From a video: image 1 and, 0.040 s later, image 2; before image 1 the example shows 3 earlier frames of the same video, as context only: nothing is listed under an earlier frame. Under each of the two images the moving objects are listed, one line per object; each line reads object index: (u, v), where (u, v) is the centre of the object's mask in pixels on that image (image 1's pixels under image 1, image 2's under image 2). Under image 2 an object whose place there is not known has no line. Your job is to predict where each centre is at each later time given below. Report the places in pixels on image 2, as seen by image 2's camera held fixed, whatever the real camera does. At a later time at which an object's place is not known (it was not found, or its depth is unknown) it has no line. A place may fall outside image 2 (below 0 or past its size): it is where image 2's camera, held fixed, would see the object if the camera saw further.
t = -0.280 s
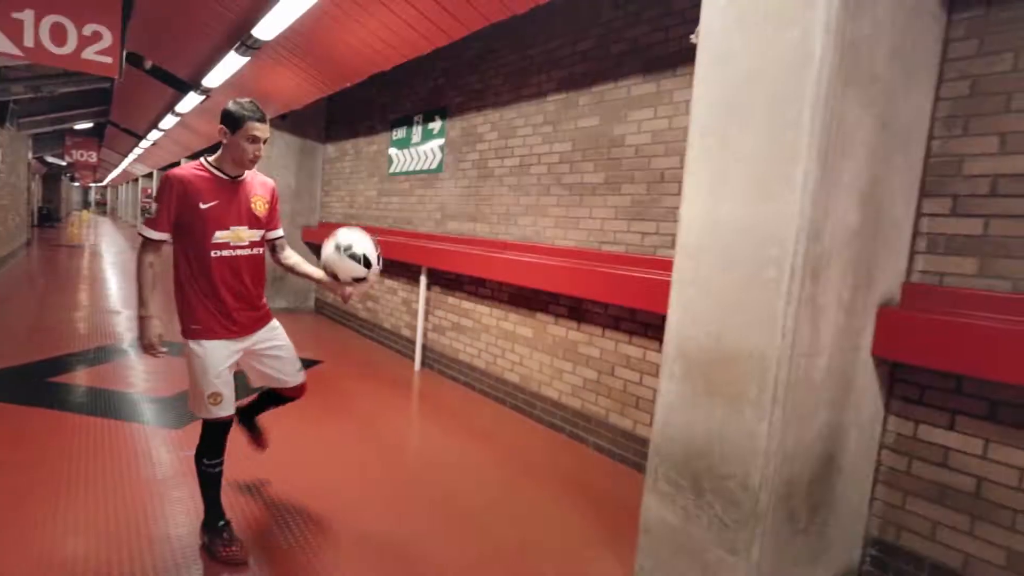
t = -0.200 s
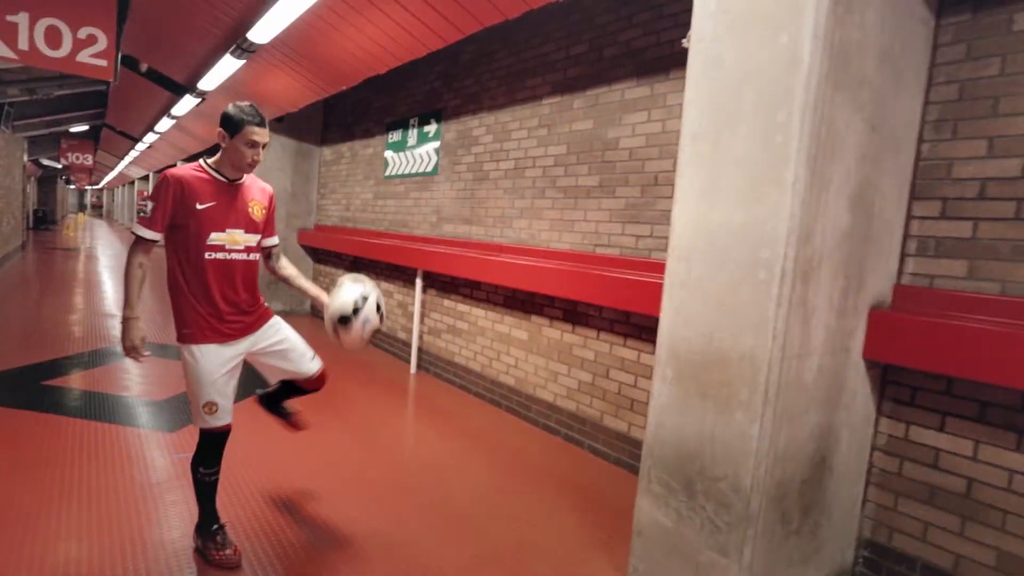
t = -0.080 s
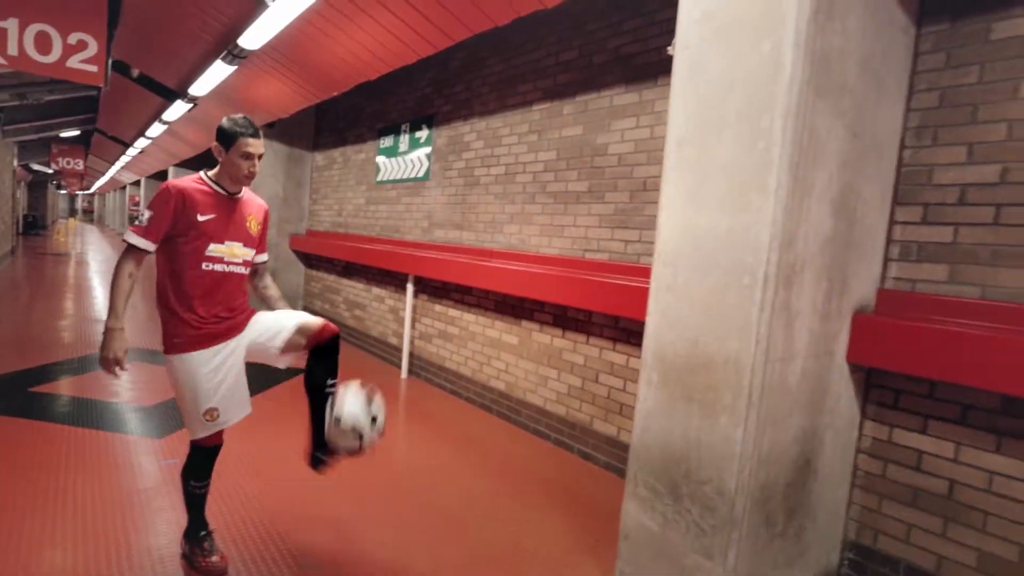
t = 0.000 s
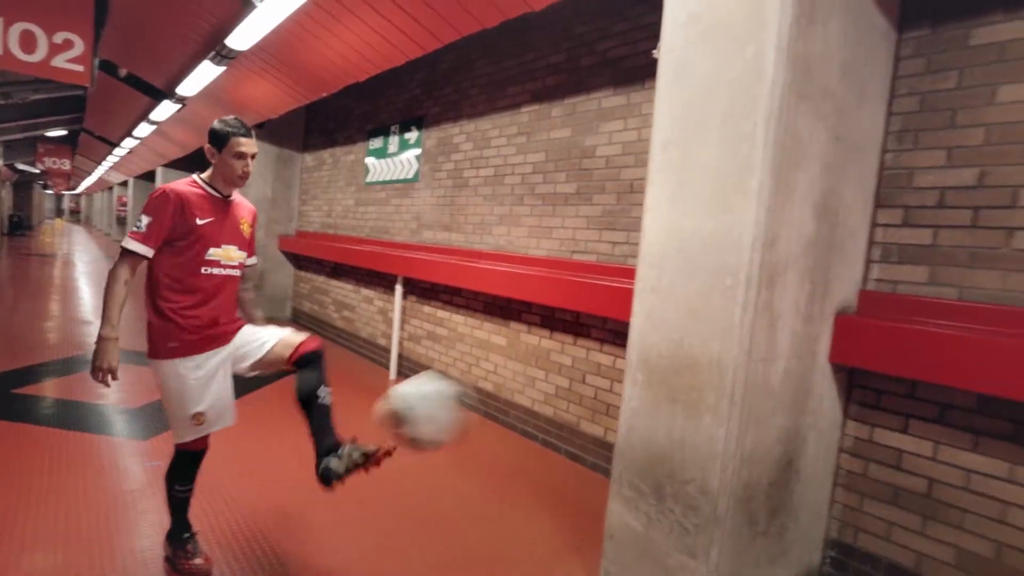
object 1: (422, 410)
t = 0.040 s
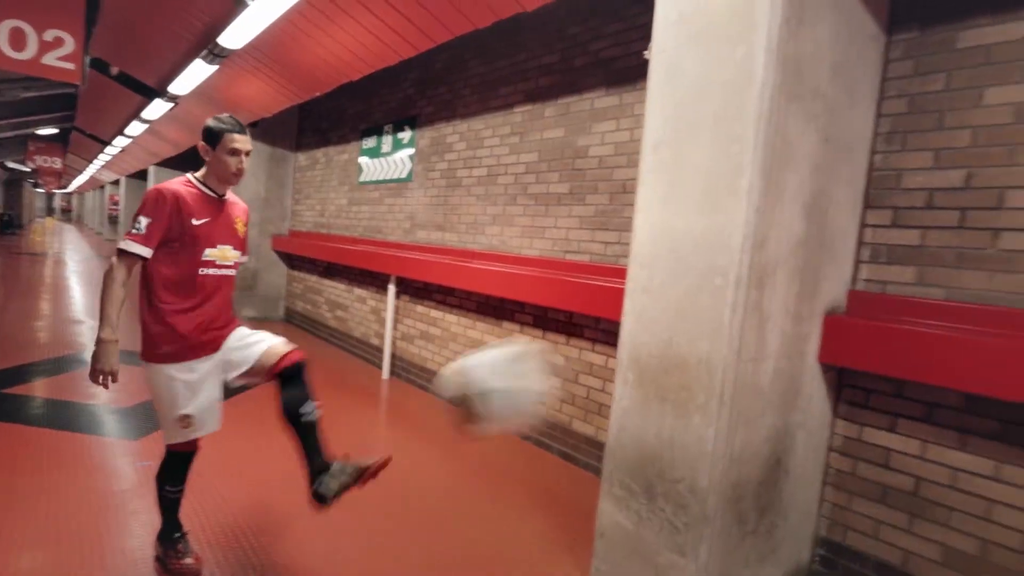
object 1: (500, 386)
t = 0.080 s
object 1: (642, 359)
